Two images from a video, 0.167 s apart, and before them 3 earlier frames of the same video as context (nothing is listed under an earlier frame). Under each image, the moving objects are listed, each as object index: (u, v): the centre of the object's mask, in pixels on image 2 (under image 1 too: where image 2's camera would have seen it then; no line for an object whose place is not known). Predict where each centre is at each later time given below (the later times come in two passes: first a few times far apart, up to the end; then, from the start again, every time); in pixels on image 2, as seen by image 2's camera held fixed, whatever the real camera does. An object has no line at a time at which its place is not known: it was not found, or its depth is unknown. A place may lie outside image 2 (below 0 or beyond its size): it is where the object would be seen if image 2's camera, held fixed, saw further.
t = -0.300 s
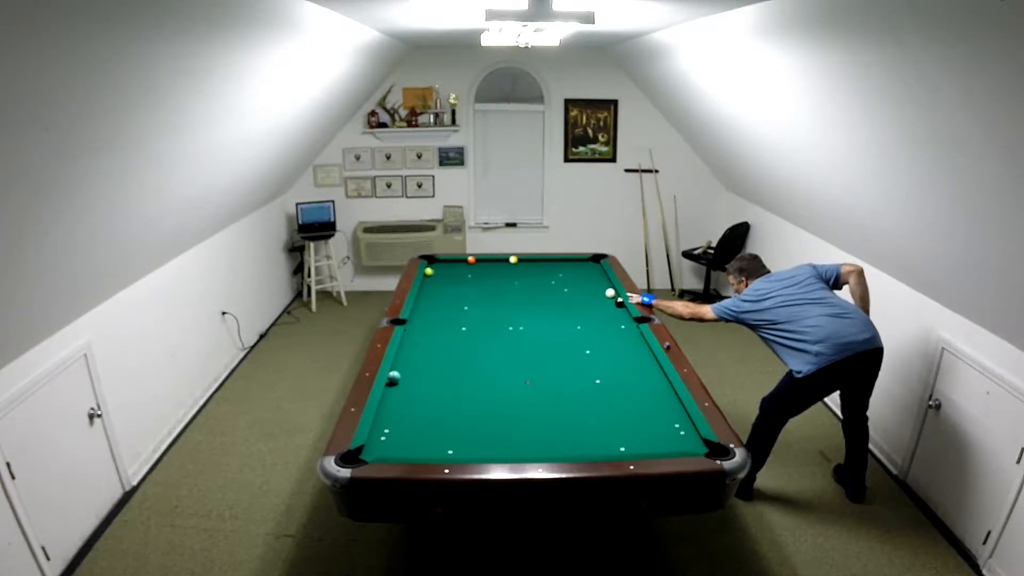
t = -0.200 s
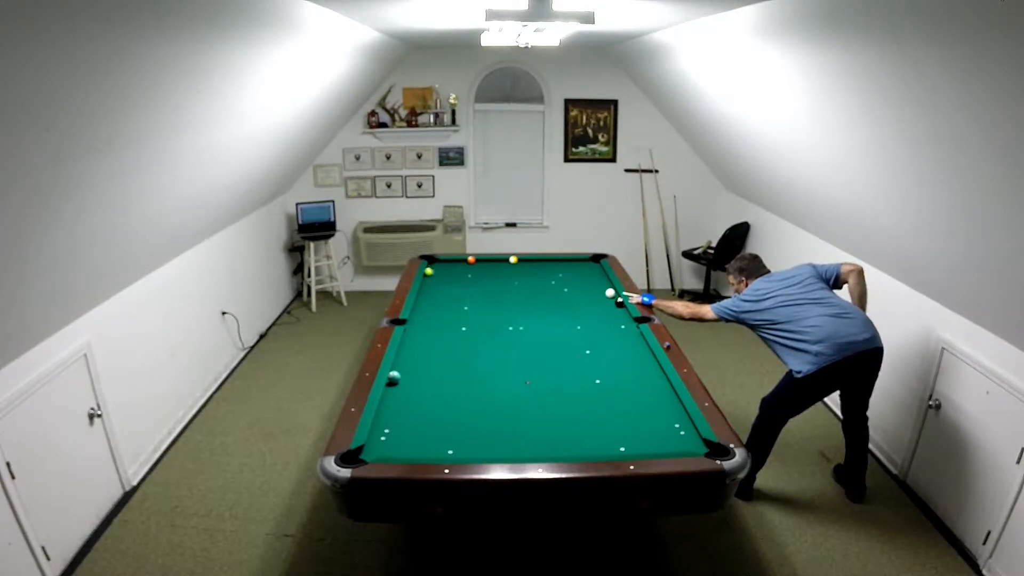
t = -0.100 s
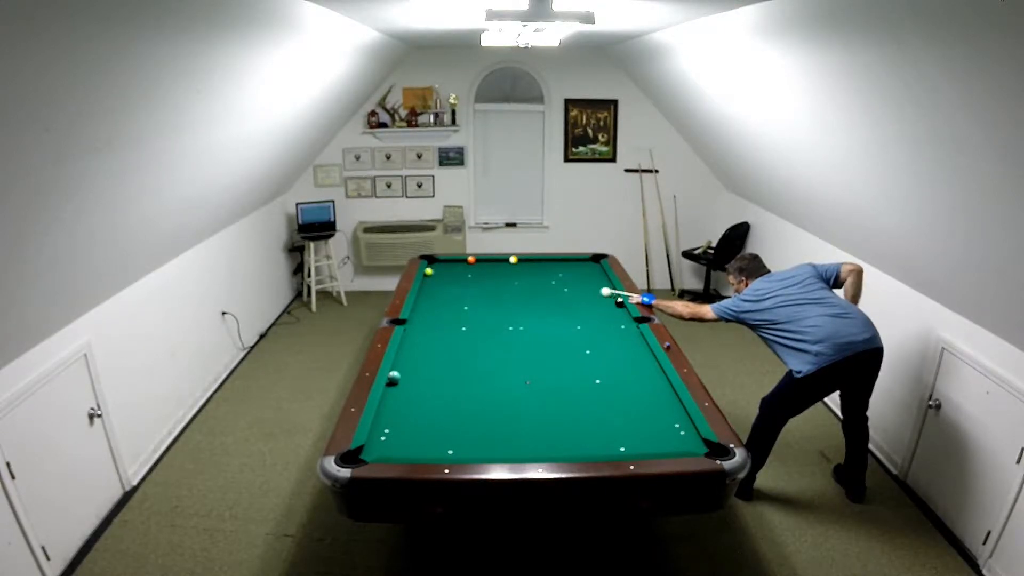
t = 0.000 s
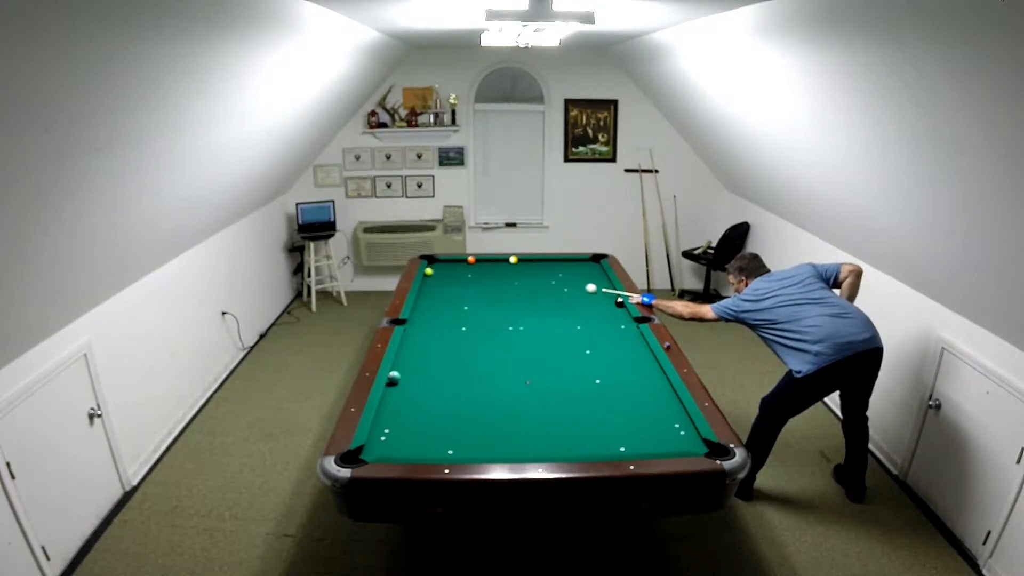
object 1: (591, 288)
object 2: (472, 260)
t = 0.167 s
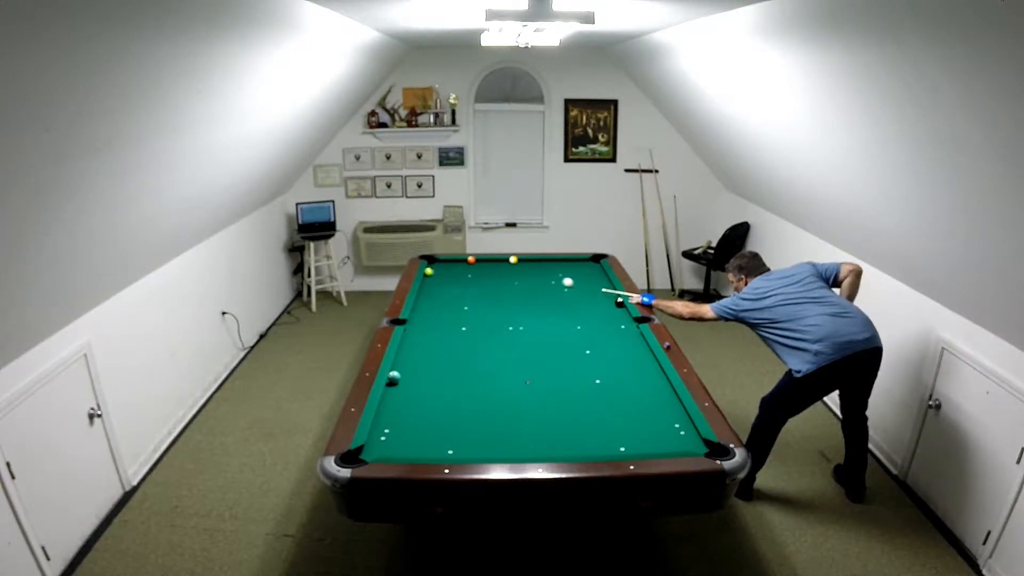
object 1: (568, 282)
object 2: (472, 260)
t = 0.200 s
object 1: (563, 281)
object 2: (472, 260)
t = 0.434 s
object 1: (533, 273)
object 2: (472, 260)
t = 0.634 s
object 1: (509, 267)
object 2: (472, 260)
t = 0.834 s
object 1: (488, 262)
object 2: (473, 260)
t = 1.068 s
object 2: (461, 260)
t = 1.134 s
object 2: (457, 260)
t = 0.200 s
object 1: (563, 281)
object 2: (472, 260)
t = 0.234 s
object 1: (559, 280)
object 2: (472, 260)
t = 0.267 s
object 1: (554, 278)
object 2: (472, 260)
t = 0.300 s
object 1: (550, 277)
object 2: (472, 260)
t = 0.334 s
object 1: (546, 276)
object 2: (472, 260)
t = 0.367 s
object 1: (542, 275)
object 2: (472, 260)
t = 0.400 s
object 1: (538, 274)
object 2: (472, 260)
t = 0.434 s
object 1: (533, 273)
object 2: (472, 260)
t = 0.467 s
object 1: (529, 272)
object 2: (472, 260)
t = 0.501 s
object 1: (525, 271)
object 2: (472, 260)
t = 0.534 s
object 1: (521, 270)
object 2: (472, 260)
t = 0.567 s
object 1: (517, 269)
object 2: (472, 260)
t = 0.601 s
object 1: (513, 268)
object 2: (472, 260)
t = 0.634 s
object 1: (509, 267)
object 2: (472, 260)
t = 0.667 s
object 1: (506, 266)
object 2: (472, 260)
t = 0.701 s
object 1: (502, 265)
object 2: (472, 260)
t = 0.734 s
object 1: (498, 264)
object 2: (472, 260)
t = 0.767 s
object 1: (495, 263)
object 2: (472, 260)
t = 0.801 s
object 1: (491, 263)
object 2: (472, 260)
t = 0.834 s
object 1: (488, 262)
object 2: (473, 260)
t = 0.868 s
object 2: (472, 260)
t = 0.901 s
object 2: (472, 260)
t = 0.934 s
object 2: (470, 260)
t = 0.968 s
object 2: (468, 260)
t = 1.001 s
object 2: (465, 260)
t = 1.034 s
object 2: (463, 260)
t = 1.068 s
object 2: (461, 260)
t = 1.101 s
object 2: (459, 260)
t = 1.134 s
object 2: (457, 260)
